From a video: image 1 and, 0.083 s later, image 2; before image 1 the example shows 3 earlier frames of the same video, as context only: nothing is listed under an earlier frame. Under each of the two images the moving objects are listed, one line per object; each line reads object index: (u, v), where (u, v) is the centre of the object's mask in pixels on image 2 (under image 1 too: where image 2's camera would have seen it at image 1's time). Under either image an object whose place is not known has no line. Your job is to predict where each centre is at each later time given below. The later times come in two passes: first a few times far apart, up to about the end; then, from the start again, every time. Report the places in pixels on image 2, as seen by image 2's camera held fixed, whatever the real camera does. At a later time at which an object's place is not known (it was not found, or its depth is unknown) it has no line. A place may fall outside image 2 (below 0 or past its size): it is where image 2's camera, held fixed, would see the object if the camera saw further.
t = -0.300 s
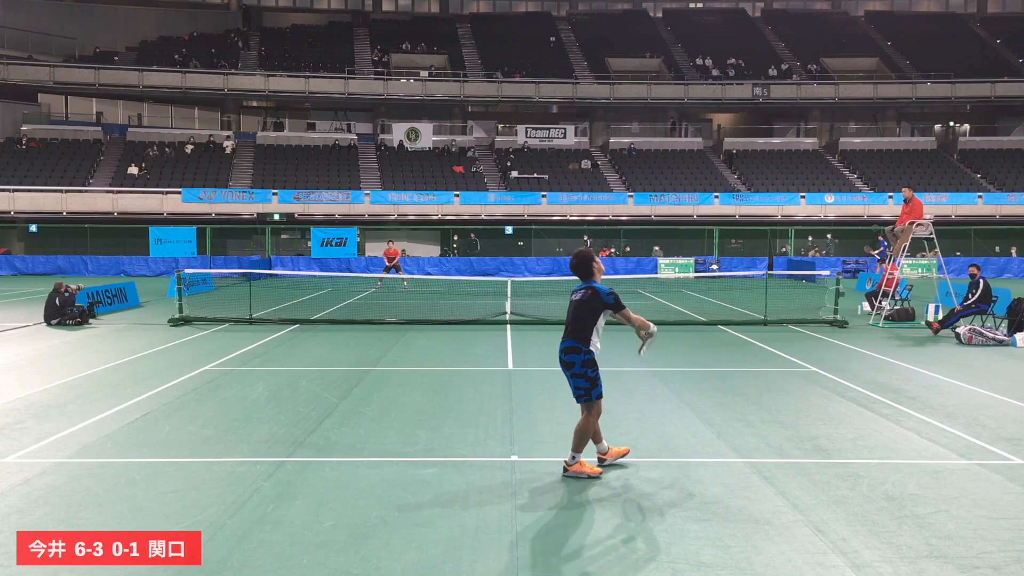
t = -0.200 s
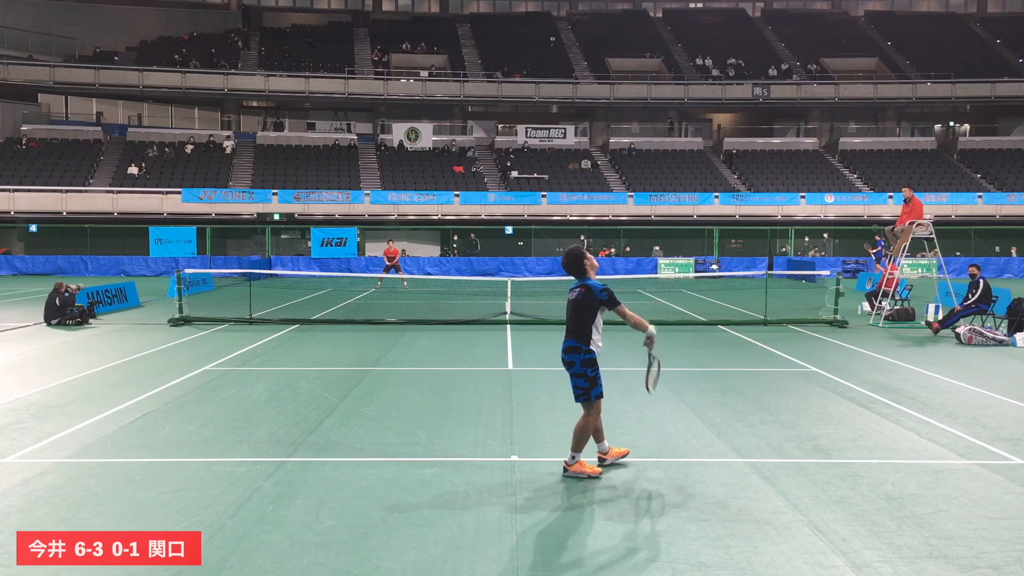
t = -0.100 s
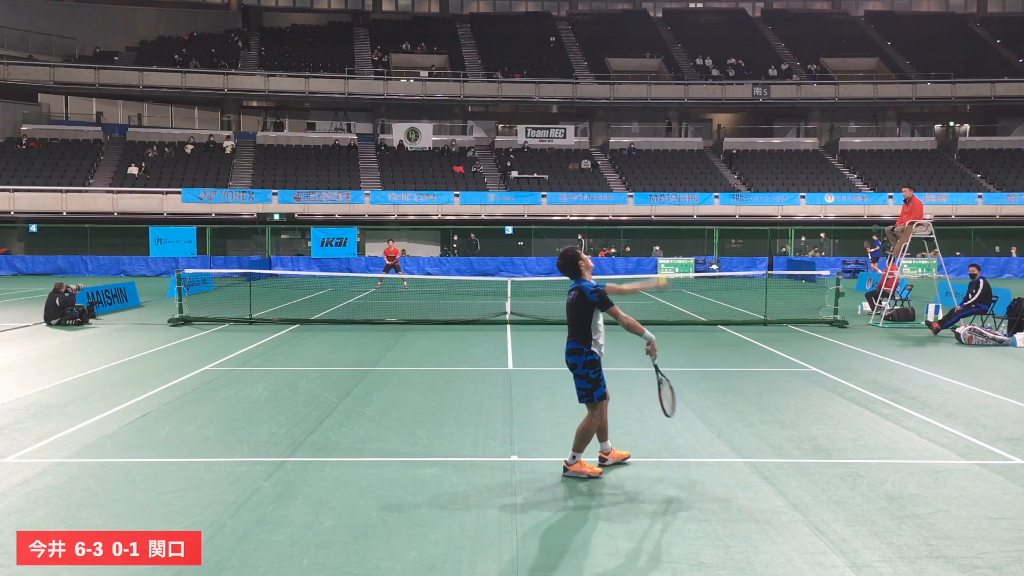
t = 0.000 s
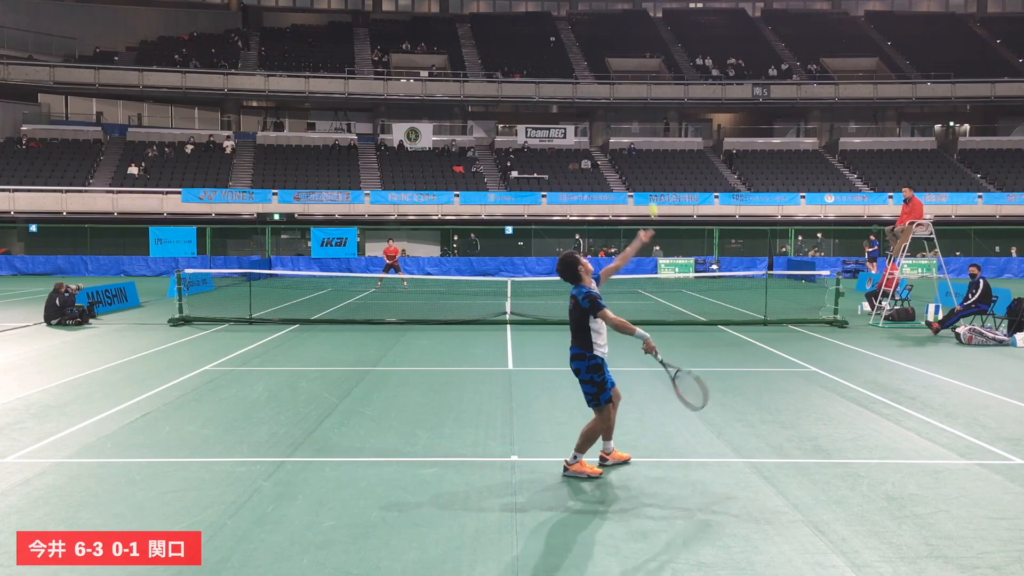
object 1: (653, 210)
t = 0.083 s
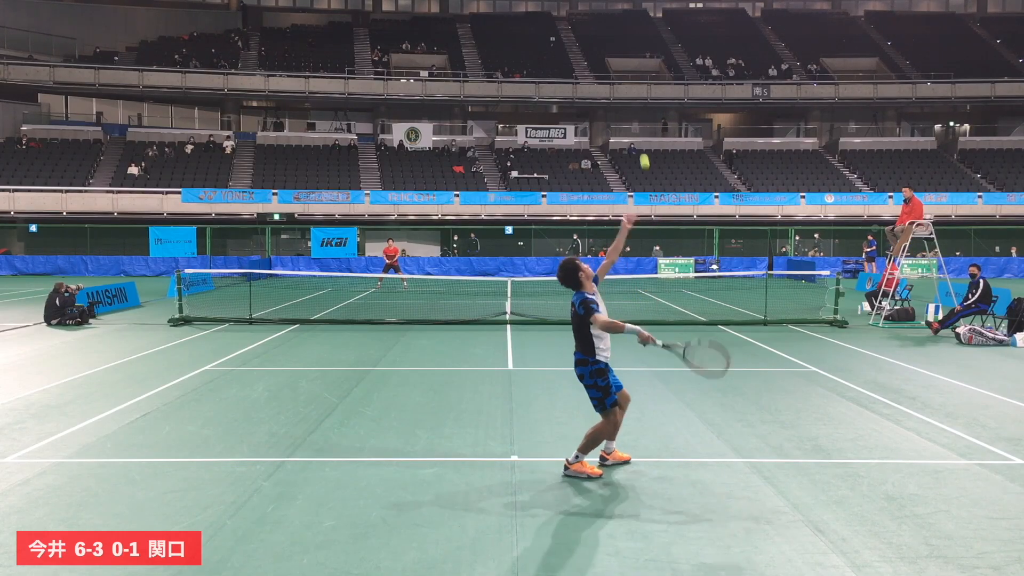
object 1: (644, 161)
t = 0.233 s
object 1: (629, 96)
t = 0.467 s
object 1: (605, 50)
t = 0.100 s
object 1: (643, 153)
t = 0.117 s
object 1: (641, 144)
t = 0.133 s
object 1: (639, 135)
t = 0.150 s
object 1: (638, 129)
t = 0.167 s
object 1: (636, 121)
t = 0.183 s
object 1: (634, 114)
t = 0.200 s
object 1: (633, 108)
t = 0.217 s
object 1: (631, 102)
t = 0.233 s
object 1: (629, 96)
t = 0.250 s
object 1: (627, 90)
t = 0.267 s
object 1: (626, 83)
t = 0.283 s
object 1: (624, 80)
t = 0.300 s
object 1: (623, 76)
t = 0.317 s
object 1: (621, 72)
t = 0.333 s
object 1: (619, 68)
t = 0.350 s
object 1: (617, 65)
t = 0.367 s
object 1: (615, 62)
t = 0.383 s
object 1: (613, 59)
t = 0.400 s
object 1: (612, 57)
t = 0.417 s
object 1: (610, 55)
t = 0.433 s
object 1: (608, 53)
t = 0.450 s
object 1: (607, 52)
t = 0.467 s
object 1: (605, 50)
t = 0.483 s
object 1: (603, 50)
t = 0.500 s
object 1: (602, 50)
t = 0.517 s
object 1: (600, 50)
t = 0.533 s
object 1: (598, 50)
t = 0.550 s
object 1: (597, 50)
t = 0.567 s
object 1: (595, 51)
